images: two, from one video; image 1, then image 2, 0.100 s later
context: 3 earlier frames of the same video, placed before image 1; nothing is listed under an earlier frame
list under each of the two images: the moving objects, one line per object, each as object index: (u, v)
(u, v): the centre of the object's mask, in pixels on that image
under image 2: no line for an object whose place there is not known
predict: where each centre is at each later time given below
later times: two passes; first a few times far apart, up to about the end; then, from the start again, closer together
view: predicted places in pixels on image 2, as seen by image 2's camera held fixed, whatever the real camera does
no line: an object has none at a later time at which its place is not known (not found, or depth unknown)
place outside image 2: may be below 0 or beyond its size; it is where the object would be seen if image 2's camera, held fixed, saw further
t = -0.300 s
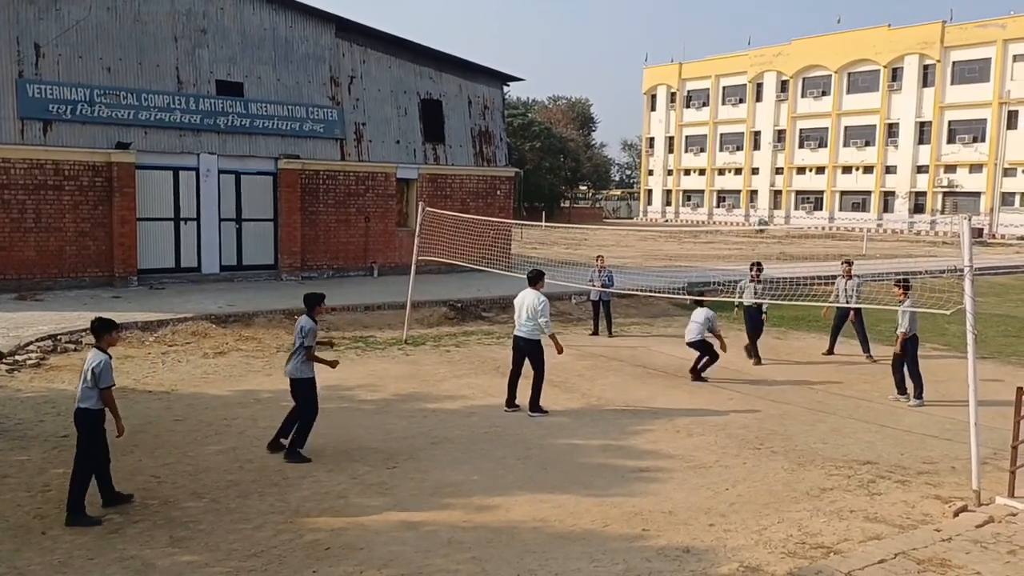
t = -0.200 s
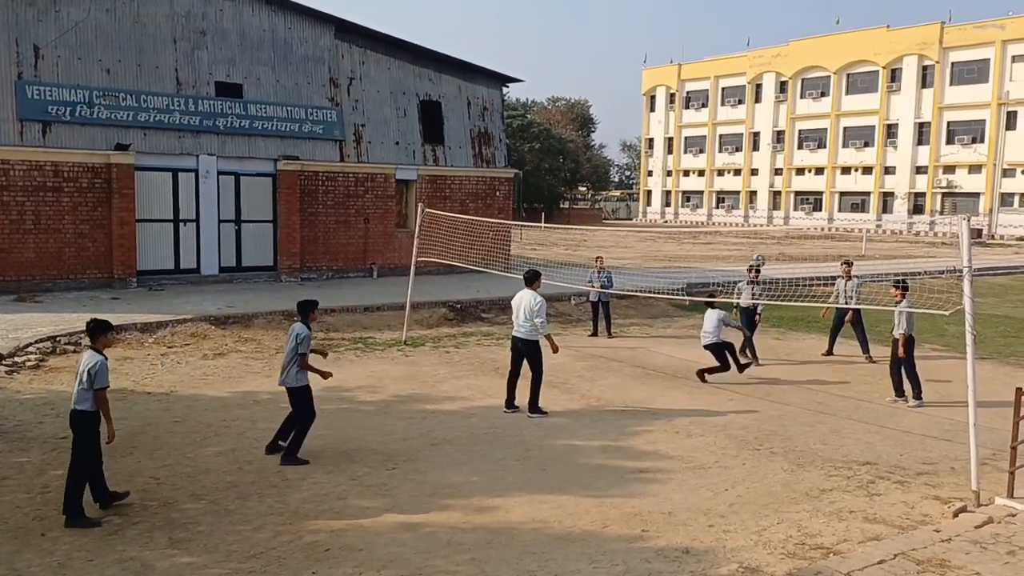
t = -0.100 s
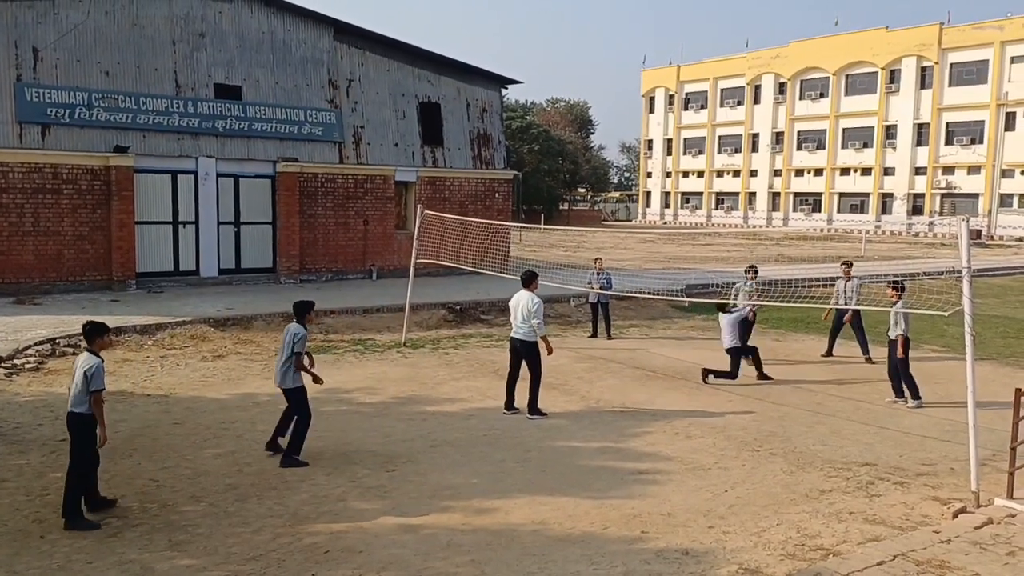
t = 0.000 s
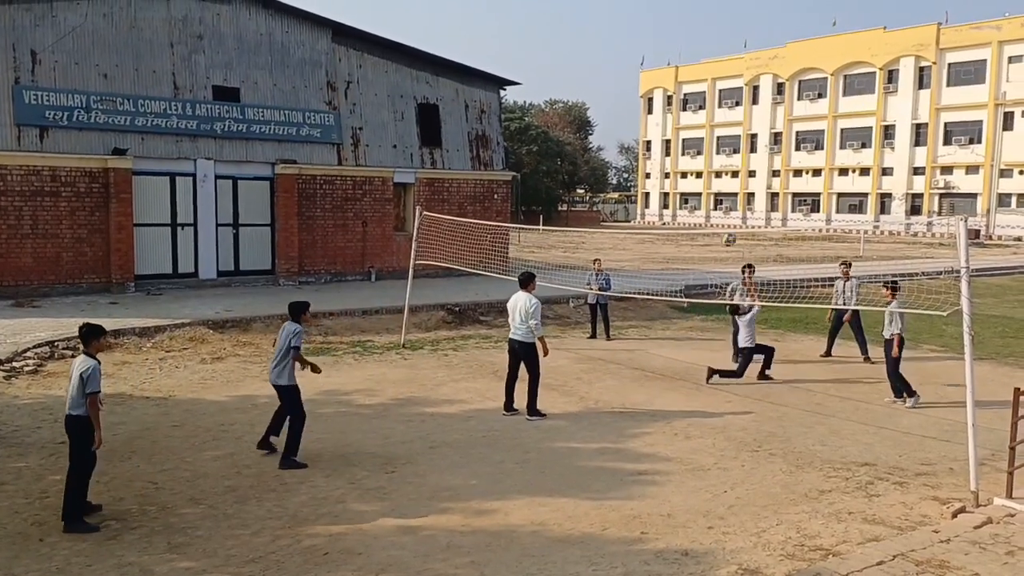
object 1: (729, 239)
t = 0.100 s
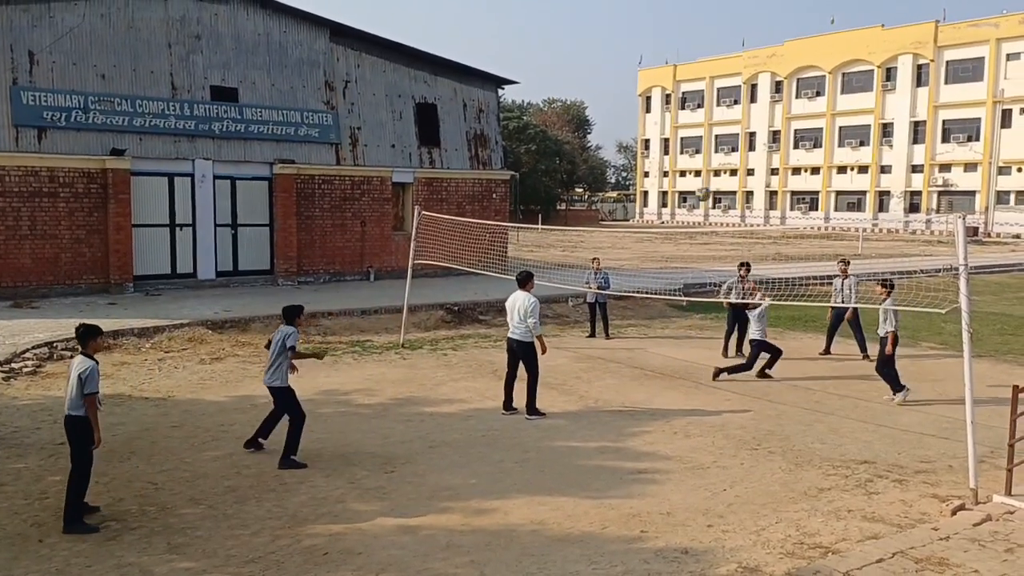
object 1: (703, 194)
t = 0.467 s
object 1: (601, 88)
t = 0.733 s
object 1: (515, 72)
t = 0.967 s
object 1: (430, 109)
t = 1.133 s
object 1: (368, 167)
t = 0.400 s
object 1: (621, 100)
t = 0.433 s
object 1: (612, 94)
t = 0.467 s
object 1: (601, 88)
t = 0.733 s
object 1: (515, 72)
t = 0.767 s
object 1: (503, 75)
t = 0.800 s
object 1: (491, 78)
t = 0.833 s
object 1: (480, 81)
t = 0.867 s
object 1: (467, 87)
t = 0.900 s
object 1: (455, 92)
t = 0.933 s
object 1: (442, 100)
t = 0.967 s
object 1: (430, 109)
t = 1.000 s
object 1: (419, 118)
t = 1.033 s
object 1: (406, 129)
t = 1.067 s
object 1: (393, 141)
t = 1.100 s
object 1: (380, 153)
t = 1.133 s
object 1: (368, 167)
